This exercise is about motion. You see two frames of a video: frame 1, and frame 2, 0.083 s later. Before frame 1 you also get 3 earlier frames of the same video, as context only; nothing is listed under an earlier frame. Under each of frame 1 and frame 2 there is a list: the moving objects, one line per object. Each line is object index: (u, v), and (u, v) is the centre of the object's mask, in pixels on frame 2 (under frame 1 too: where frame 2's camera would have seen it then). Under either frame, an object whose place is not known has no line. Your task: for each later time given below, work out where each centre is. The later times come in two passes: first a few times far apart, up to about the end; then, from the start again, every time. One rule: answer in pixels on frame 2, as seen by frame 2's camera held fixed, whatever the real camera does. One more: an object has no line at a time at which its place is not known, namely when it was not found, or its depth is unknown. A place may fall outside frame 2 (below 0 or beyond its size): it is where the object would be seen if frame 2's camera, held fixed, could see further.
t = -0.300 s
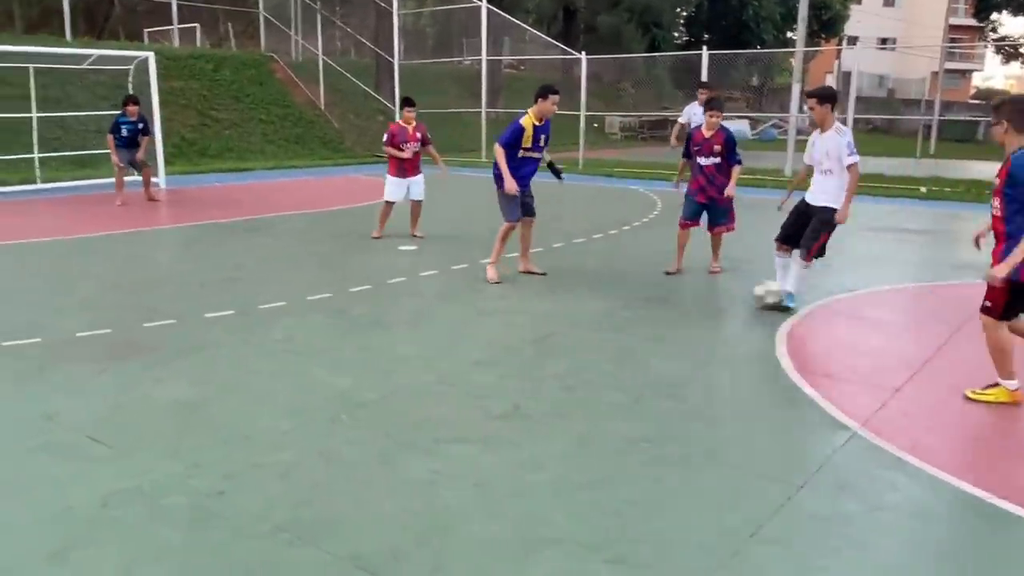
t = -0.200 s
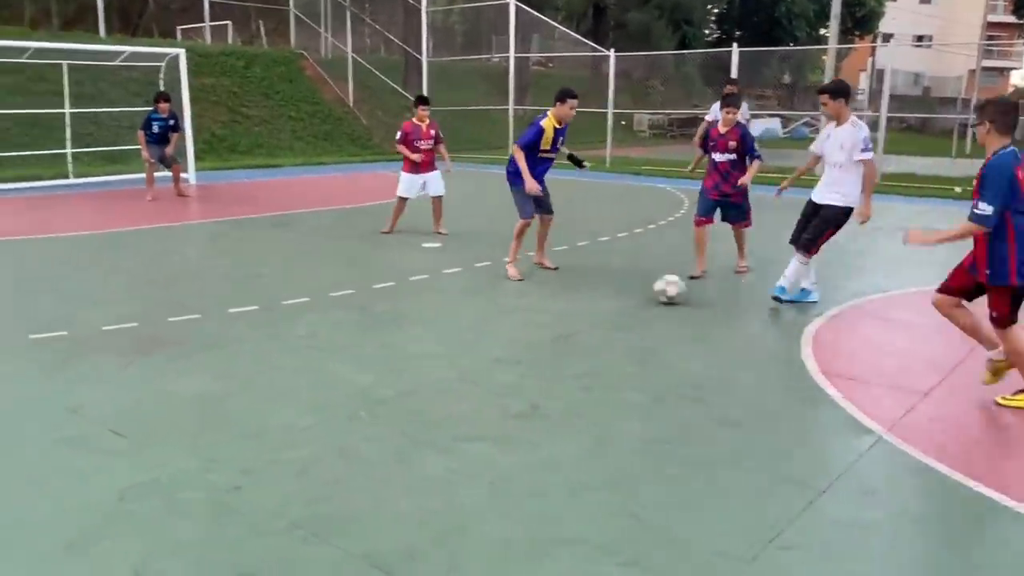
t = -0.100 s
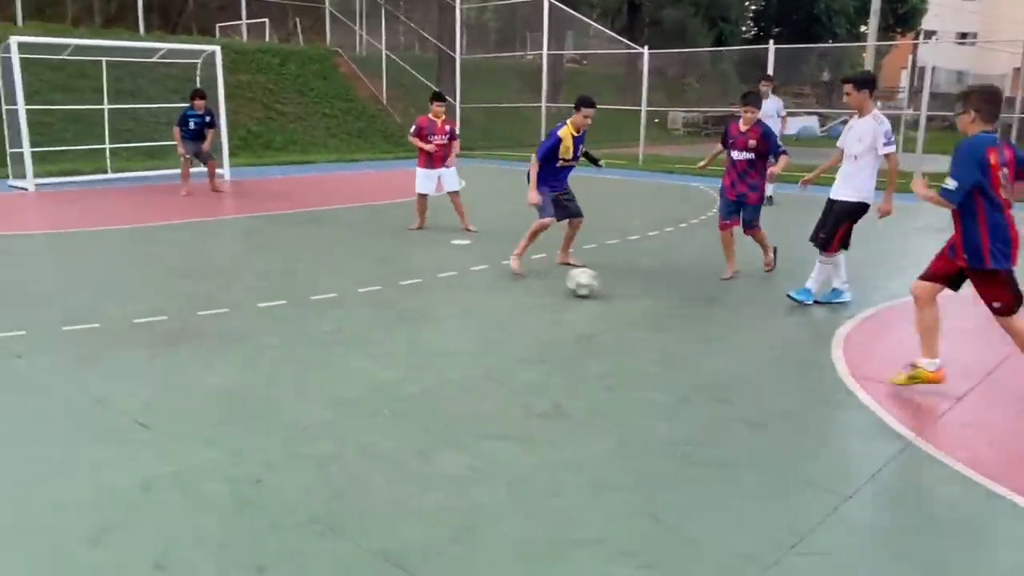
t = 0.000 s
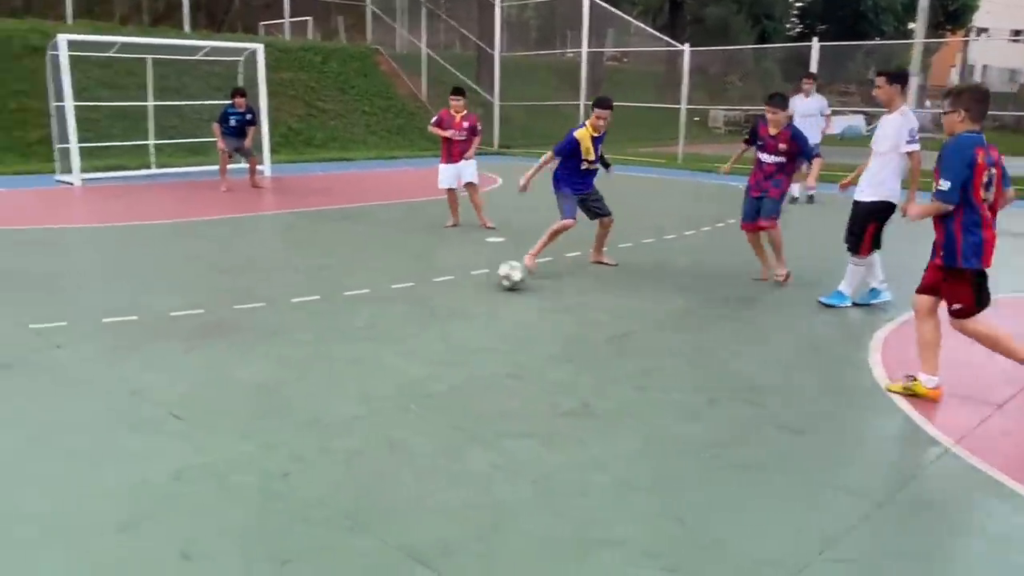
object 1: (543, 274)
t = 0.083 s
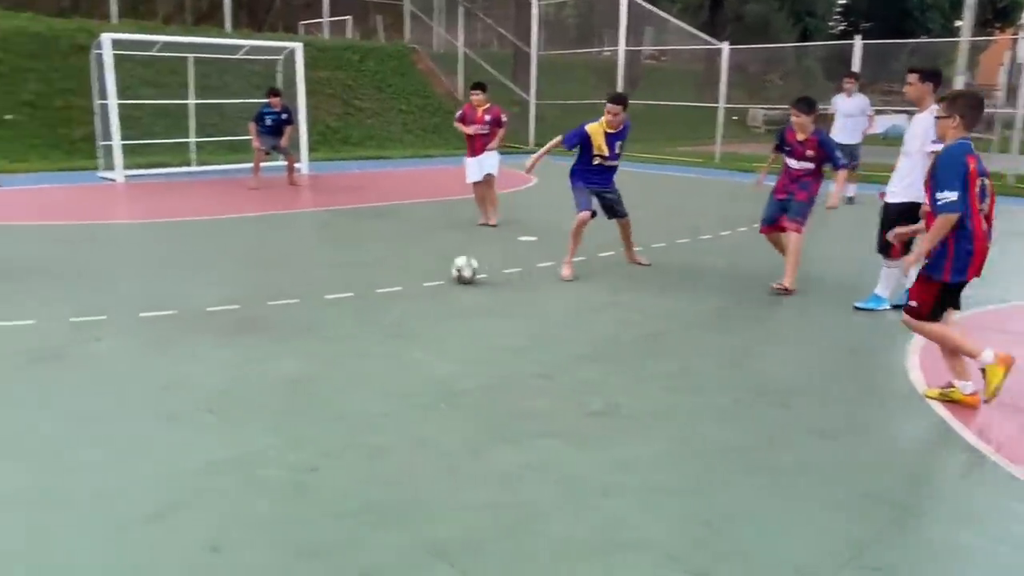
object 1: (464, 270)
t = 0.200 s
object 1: (370, 261)
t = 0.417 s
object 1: (228, 250)
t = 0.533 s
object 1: (166, 245)
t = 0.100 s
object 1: (450, 269)
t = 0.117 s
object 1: (436, 267)
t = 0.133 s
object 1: (422, 266)
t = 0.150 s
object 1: (408, 265)
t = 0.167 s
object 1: (395, 264)
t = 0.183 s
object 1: (383, 262)
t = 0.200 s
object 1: (370, 261)
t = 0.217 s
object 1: (357, 260)
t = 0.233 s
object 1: (345, 259)
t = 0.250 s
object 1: (333, 258)
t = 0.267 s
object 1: (321, 257)
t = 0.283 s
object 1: (309, 257)
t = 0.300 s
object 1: (298, 257)
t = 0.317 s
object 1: (288, 256)
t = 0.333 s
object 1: (277, 254)
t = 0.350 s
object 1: (267, 253)
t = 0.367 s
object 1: (258, 253)
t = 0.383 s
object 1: (247, 252)
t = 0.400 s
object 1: (237, 251)
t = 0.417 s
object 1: (228, 250)
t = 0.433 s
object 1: (218, 249)
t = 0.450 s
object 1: (209, 249)
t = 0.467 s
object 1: (201, 248)
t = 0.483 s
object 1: (192, 247)
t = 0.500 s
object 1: (183, 246)
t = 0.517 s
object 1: (175, 245)
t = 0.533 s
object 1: (166, 245)
